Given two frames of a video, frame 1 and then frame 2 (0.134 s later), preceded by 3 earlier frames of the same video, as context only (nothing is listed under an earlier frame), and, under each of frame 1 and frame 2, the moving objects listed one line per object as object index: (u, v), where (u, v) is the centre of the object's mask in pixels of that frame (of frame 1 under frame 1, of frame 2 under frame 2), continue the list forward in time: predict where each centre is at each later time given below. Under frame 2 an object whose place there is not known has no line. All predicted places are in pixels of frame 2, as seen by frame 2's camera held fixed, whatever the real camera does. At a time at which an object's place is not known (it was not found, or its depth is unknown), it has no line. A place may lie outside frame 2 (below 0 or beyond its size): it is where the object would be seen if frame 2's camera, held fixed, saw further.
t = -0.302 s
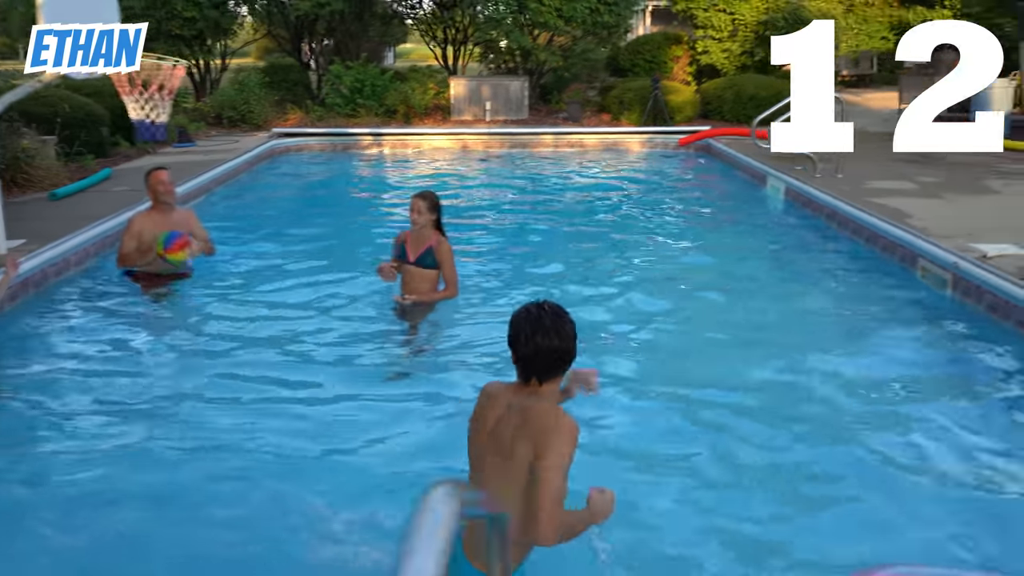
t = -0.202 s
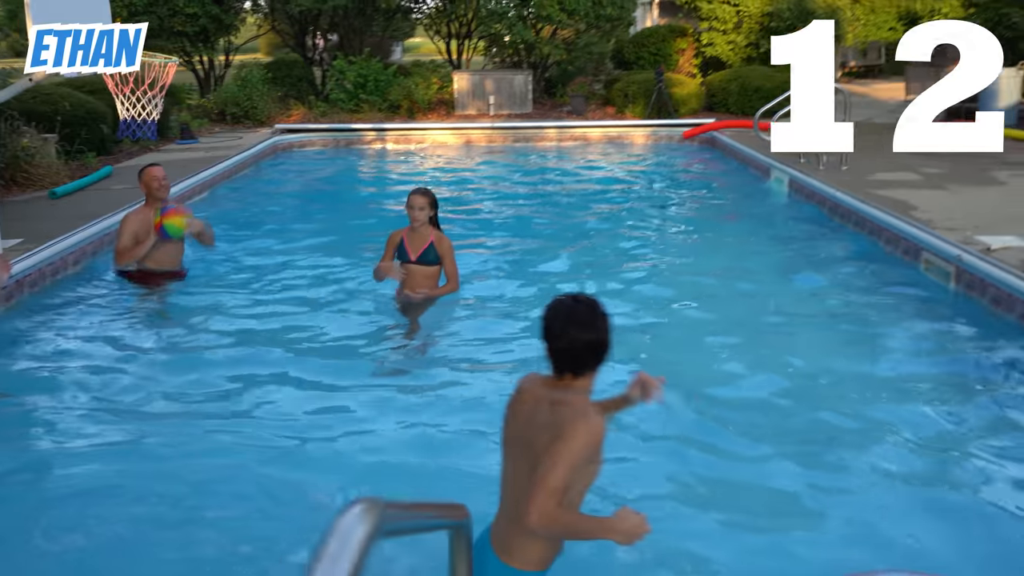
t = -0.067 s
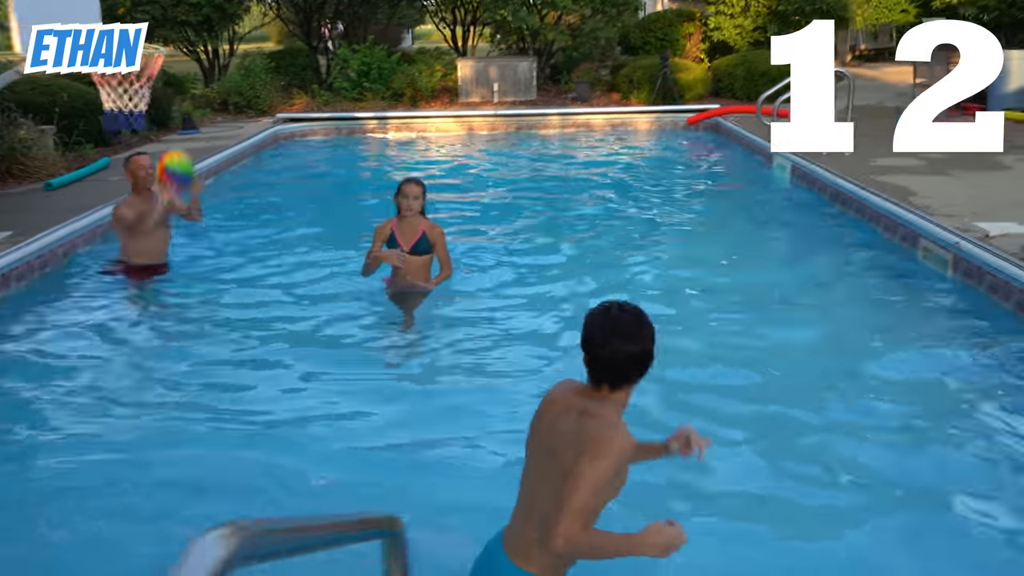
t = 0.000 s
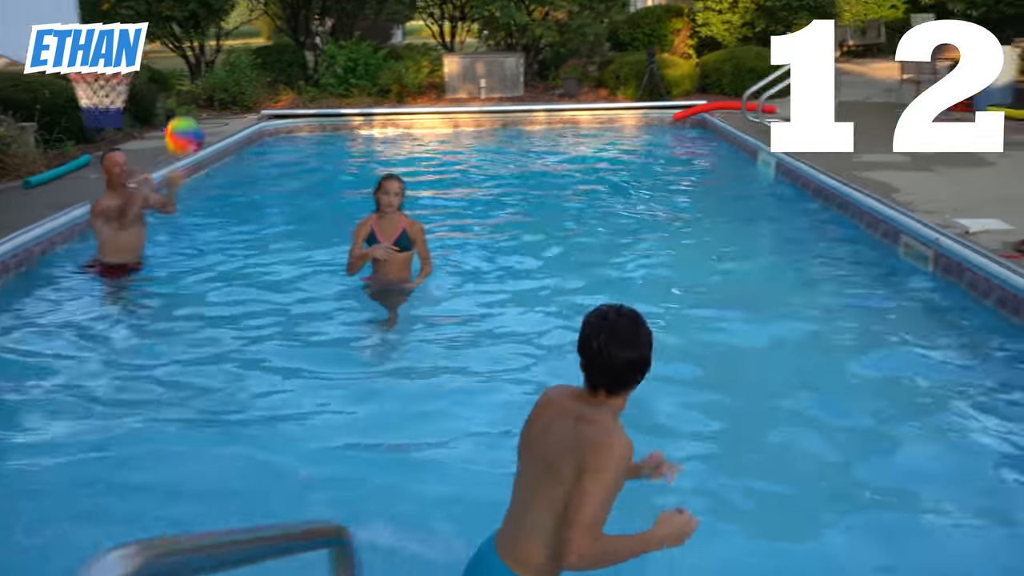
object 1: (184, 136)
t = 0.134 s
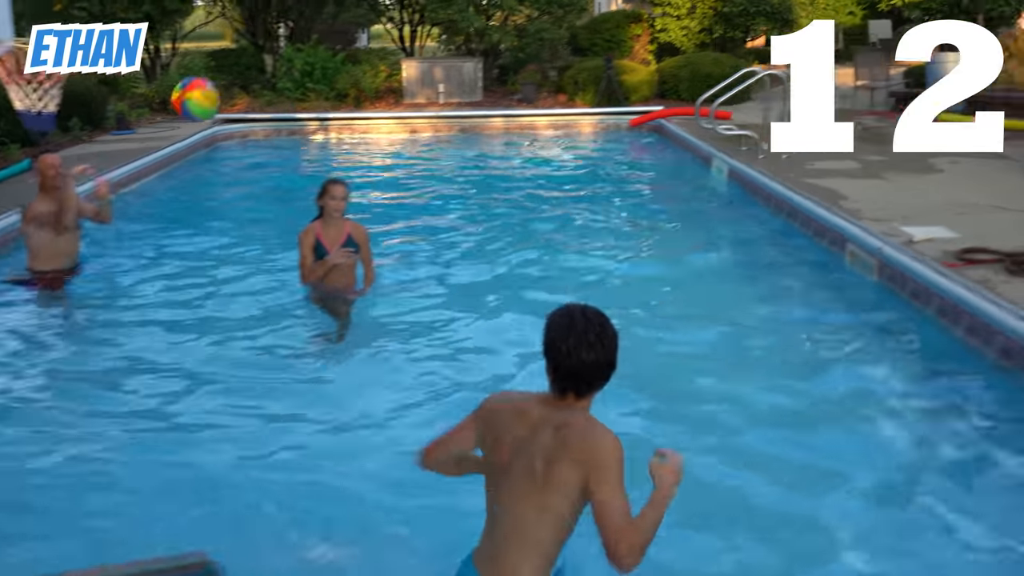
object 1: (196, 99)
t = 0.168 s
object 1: (213, 92)
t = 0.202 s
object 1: (231, 89)
